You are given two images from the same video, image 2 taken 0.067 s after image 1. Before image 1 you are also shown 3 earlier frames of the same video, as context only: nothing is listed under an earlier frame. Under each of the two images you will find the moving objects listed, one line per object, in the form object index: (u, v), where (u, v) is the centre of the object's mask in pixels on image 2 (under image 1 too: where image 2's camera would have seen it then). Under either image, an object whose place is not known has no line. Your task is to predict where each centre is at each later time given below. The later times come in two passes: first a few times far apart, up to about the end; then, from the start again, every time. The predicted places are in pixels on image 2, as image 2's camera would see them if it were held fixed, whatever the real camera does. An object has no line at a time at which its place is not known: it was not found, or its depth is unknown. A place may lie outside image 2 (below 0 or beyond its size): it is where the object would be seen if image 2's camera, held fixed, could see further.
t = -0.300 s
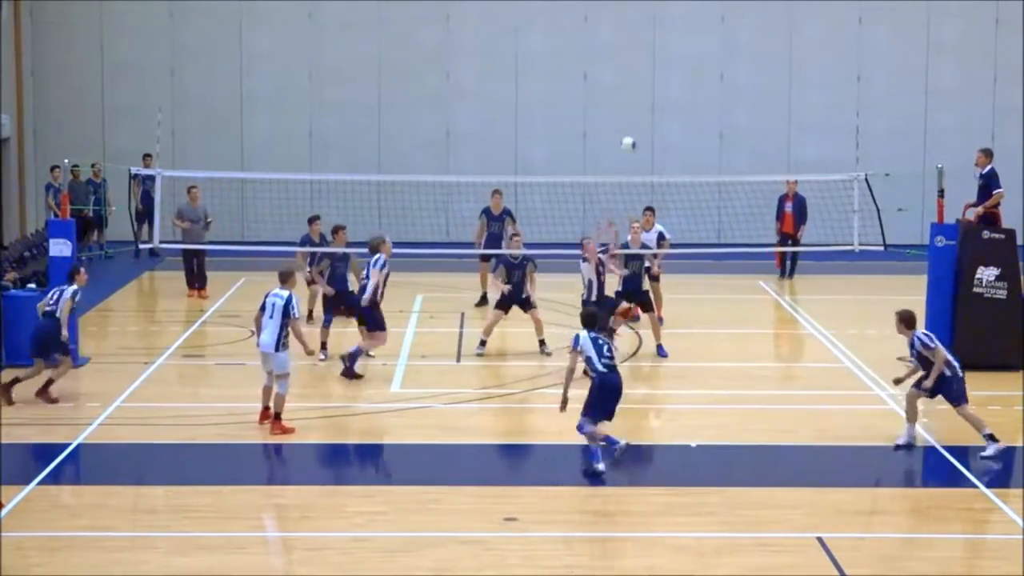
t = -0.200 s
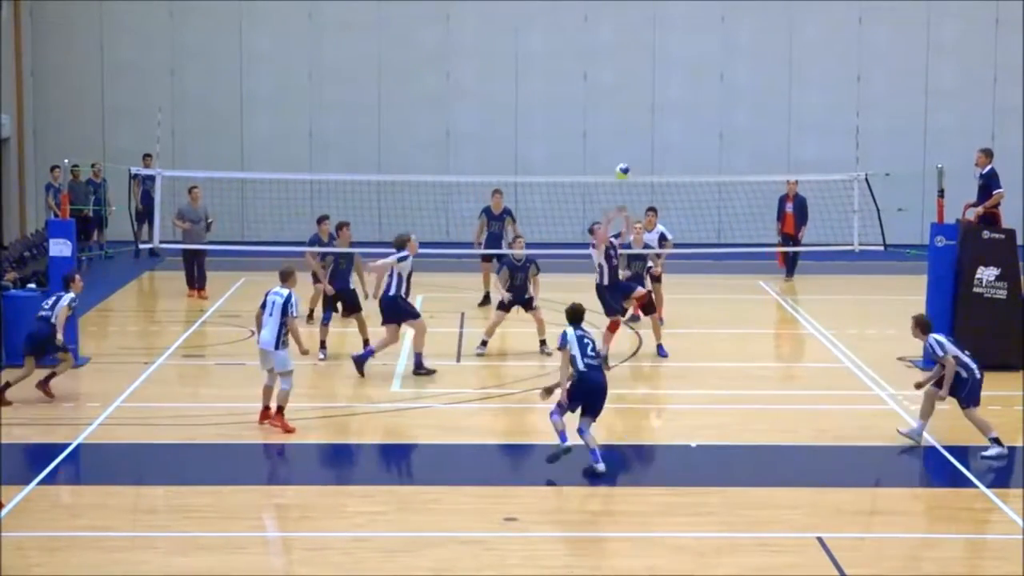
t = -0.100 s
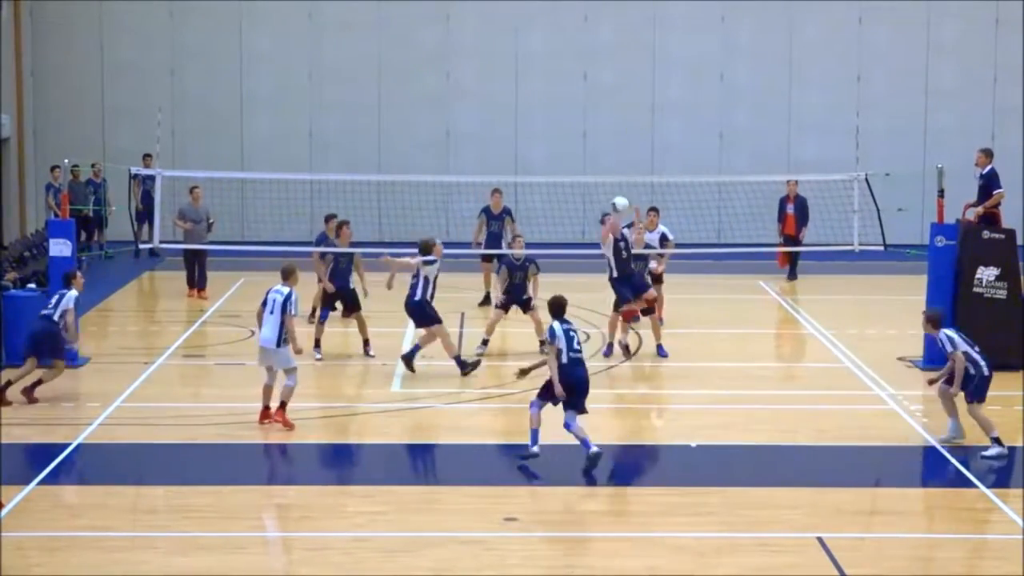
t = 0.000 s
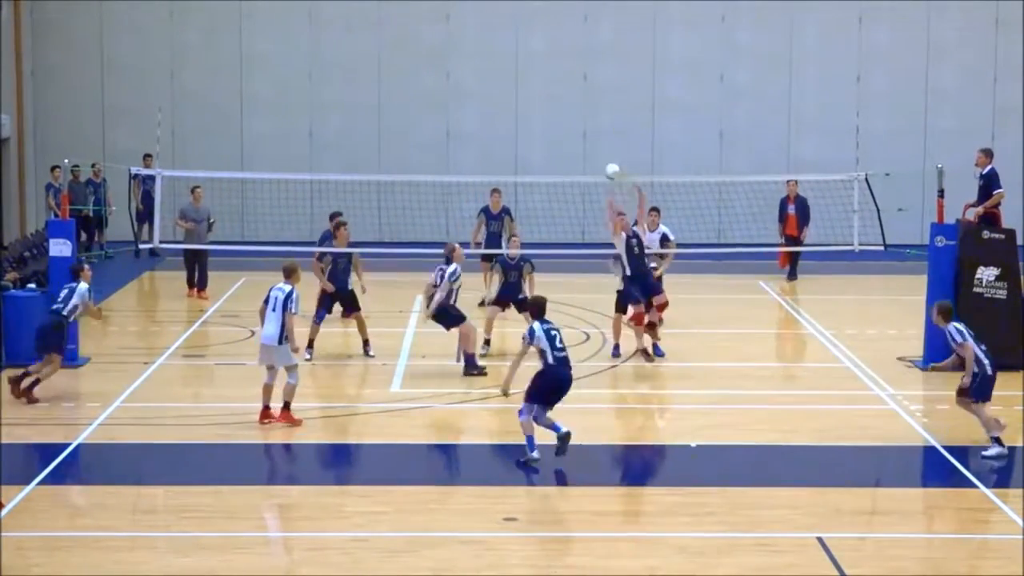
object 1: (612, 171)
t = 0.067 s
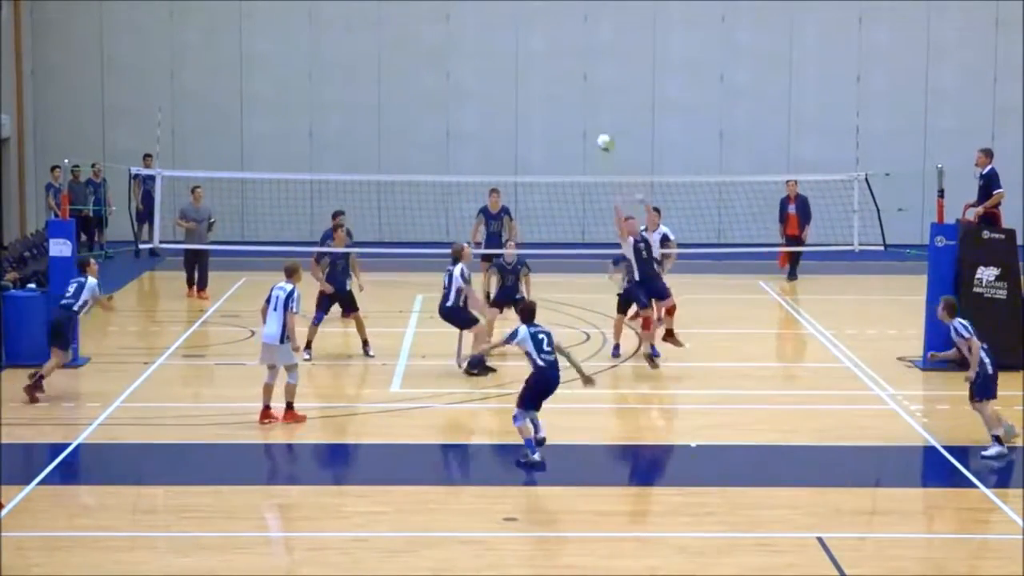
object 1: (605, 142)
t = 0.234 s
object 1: (585, 85)
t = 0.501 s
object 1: (552, 42)
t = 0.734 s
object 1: (521, 52)
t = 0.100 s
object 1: (600, 129)
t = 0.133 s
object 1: (596, 117)
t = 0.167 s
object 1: (593, 106)
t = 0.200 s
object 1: (589, 95)
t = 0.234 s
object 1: (585, 85)
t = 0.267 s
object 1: (581, 77)
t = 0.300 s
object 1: (577, 69)
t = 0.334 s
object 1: (574, 62)
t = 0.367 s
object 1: (569, 57)
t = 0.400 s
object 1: (565, 52)
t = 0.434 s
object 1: (561, 48)
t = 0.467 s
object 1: (556, 45)
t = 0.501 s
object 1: (552, 42)
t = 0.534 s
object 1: (547, 41)
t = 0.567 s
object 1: (543, 40)
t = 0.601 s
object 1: (538, 41)
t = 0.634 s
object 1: (535, 43)
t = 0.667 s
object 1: (530, 45)
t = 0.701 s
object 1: (526, 48)
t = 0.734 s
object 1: (521, 52)
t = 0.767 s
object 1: (516, 57)
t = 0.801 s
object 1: (512, 64)
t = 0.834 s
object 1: (508, 71)
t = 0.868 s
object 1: (504, 79)
